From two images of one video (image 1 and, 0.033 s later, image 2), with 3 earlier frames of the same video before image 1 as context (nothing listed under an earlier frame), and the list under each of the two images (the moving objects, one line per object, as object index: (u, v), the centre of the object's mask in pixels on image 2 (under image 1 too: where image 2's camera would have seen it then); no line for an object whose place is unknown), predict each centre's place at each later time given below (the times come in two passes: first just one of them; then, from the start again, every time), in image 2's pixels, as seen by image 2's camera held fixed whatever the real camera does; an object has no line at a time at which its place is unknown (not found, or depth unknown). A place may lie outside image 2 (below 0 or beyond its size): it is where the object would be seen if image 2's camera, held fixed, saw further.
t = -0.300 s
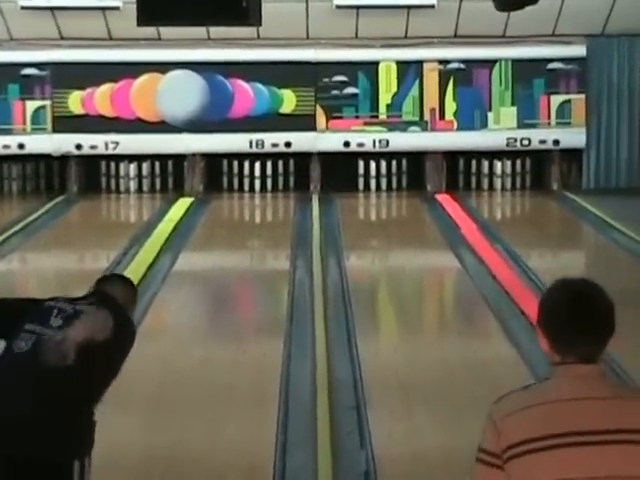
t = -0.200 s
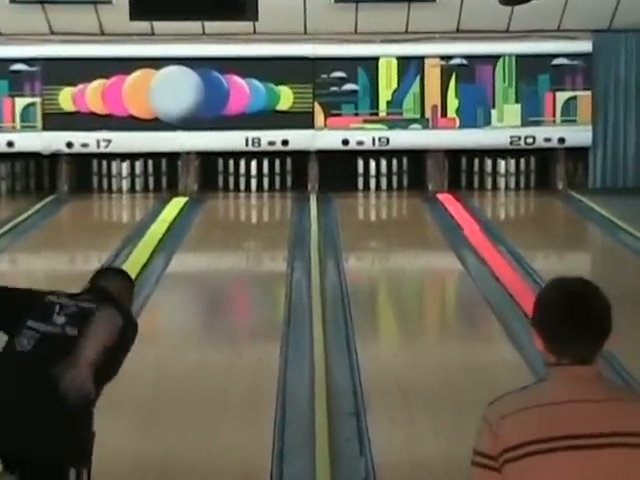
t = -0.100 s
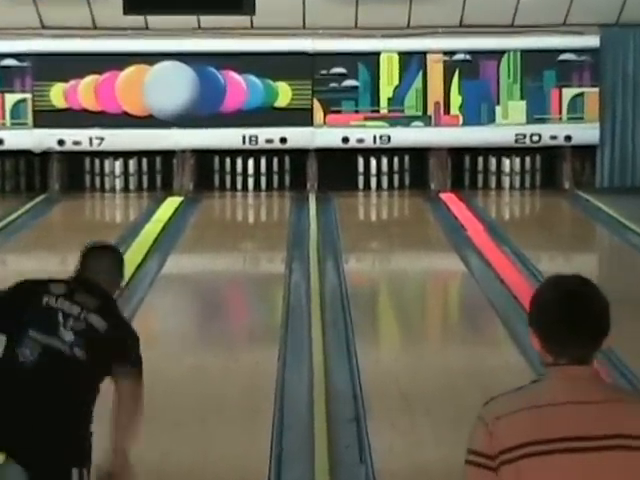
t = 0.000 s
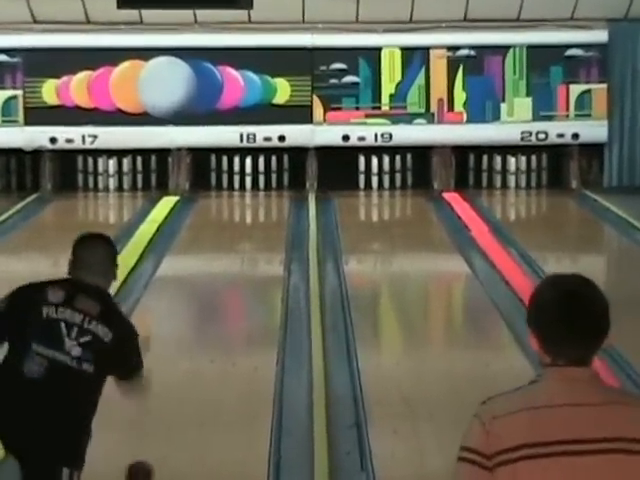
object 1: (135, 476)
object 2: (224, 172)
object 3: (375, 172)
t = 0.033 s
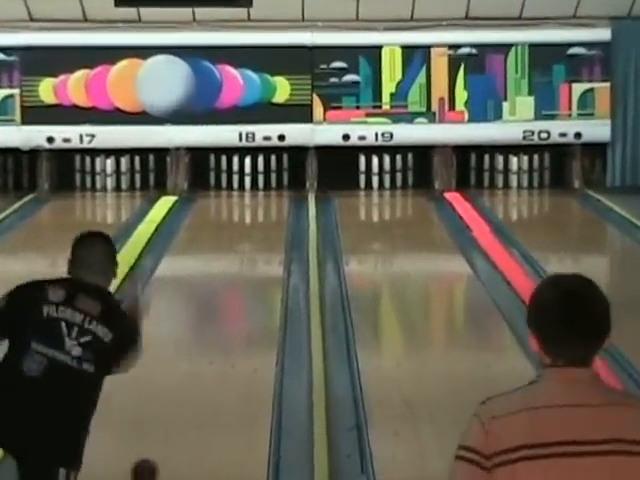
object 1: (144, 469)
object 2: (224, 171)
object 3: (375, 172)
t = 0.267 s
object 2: (221, 169)
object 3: (376, 170)
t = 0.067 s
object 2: (223, 170)
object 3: (375, 171)
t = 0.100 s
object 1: (160, 464)
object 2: (222, 170)
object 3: (374, 171)
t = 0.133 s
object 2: (222, 170)
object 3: (375, 171)
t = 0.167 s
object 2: (222, 170)
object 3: (375, 170)
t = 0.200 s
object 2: (221, 170)
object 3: (375, 170)
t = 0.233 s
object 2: (221, 169)
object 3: (375, 170)
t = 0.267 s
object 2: (221, 169)
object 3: (376, 170)
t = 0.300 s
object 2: (221, 168)
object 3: (376, 168)
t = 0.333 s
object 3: (376, 167)
